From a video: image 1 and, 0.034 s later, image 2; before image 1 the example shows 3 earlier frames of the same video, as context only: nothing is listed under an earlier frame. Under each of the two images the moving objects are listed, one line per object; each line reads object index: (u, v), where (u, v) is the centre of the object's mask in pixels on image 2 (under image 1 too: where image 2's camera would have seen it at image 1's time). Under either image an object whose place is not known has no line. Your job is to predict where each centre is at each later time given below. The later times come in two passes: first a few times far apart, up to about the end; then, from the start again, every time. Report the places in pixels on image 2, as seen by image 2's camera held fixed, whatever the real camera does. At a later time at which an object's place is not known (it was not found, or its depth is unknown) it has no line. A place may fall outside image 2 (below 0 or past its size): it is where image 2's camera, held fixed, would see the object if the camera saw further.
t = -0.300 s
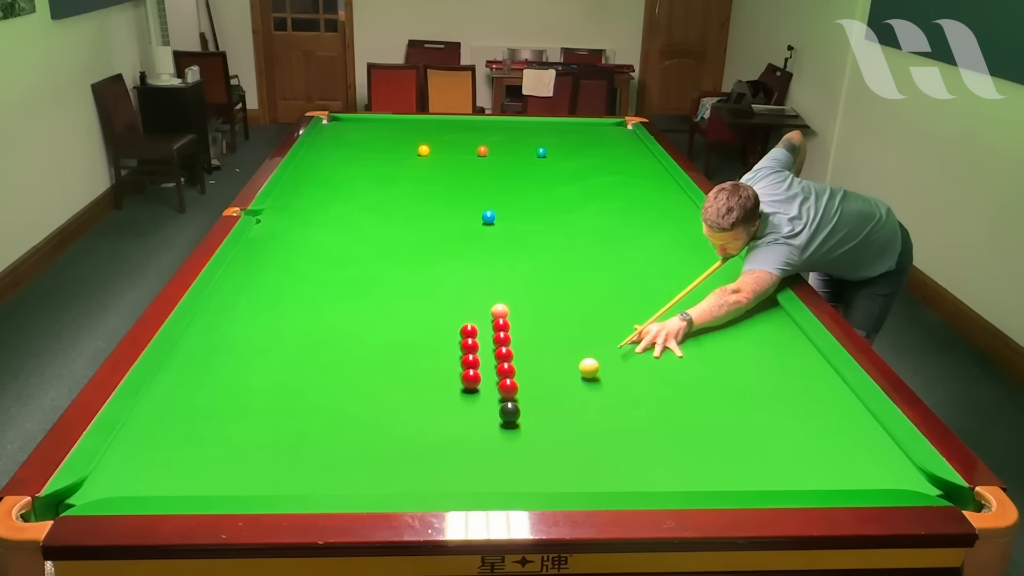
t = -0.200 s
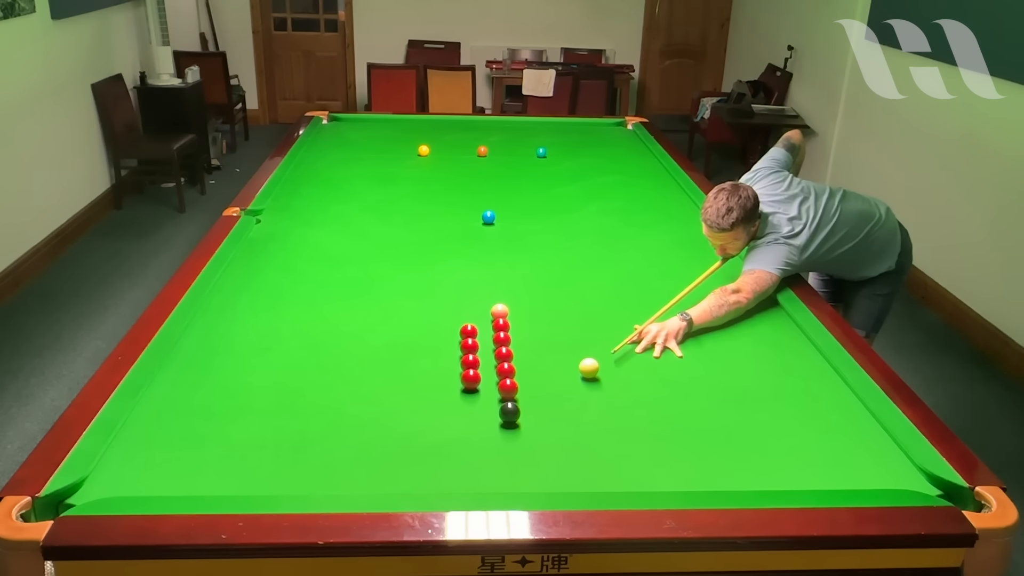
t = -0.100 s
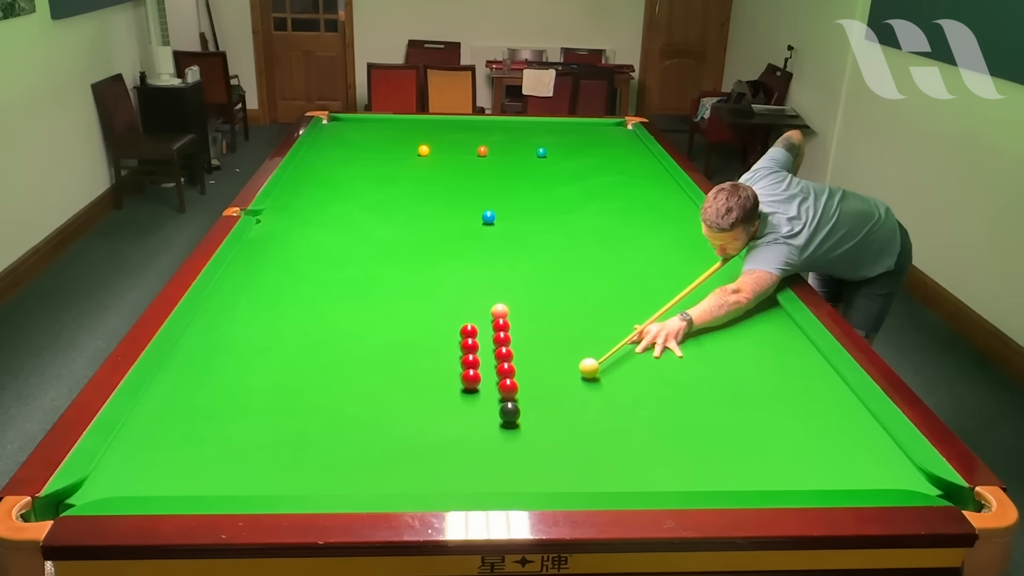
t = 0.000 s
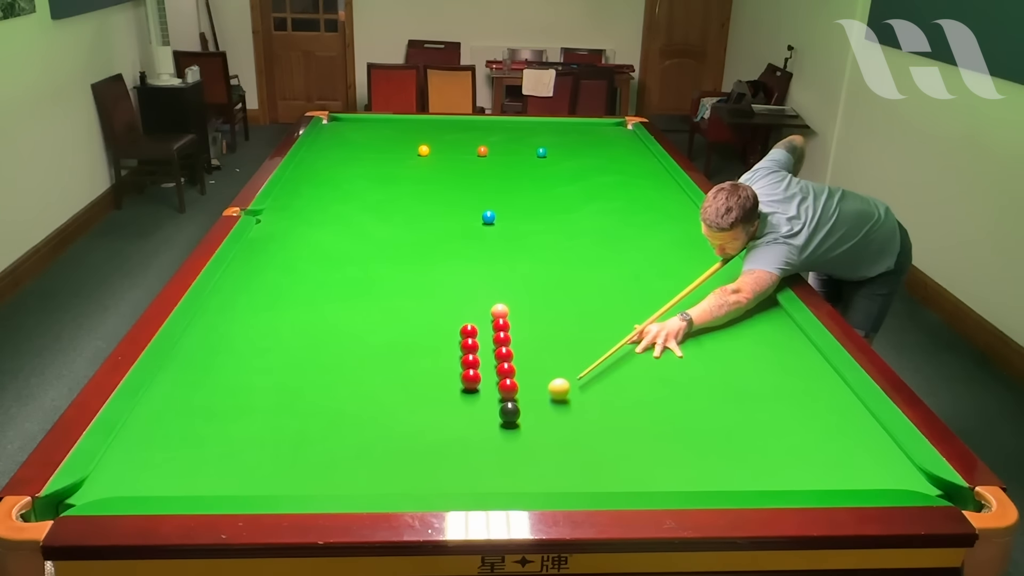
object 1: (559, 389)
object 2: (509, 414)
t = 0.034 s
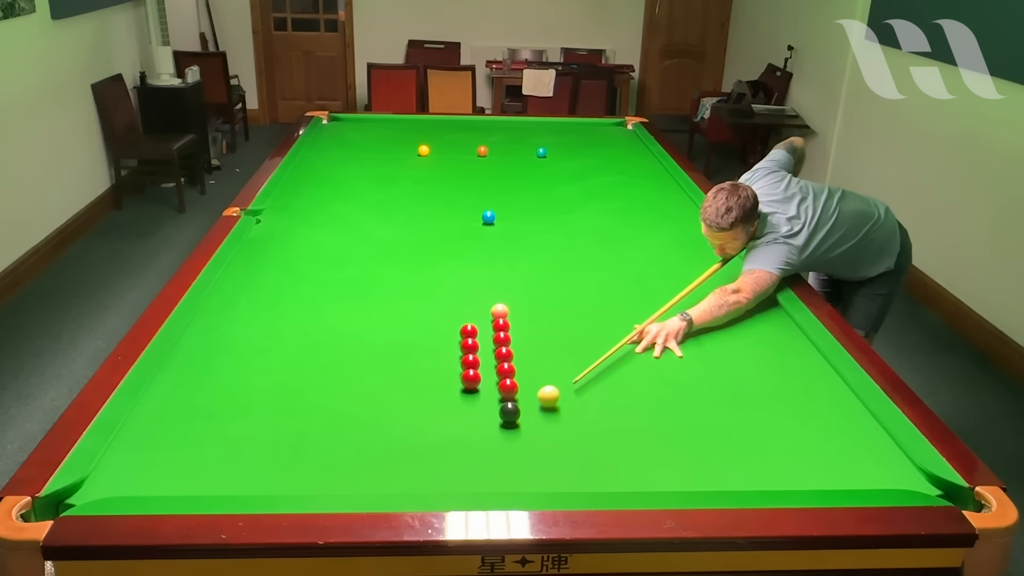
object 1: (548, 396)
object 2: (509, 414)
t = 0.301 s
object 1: (542, 436)
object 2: (444, 428)
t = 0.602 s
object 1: (560, 479)
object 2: (362, 444)
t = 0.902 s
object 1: (575, 467)
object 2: (279, 458)
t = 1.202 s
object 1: (588, 444)
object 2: (192, 474)
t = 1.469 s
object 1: (597, 427)
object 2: (114, 486)
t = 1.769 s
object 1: (606, 410)
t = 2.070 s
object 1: (614, 396)
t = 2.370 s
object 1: (621, 384)
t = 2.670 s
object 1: (627, 373)
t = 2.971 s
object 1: (632, 364)
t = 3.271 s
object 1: (636, 357)
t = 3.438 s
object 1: (638, 354)
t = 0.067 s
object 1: (538, 403)
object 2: (509, 414)
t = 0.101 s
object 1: (531, 410)
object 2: (507, 415)
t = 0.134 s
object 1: (533, 415)
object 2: (494, 418)
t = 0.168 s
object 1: (535, 419)
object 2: (483, 420)
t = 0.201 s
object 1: (537, 423)
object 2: (472, 422)
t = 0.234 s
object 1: (539, 428)
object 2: (462, 424)
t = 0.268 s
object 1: (541, 432)
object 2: (453, 426)
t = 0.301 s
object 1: (542, 436)
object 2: (444, 428)
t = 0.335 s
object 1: (544, 441)
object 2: (435, 429)
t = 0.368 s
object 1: (546, 445)
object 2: (426, 431)
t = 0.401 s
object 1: (548, 450)
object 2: (417, 433)
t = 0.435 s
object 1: (550, 455)
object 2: (408, 435)
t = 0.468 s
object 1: (552, 459)
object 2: (399, 436)
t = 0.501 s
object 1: (554, 464)
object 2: (390, 438)
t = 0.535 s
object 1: (556, 469)
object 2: (380, 440)
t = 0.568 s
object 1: (558, 474)
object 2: (371, 442)
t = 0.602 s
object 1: (560, 479)
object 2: (362, 444)
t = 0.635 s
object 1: (562, 482)
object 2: (353, 444)
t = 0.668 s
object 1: (564, 484)
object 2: (344, 446)
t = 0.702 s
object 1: (566, 482)
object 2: (334, 449)
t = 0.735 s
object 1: (567, 480)
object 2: (325, 450)
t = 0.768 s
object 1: (569, 478)
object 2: (316, 451)
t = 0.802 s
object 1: (571, 475)
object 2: (307, 452)
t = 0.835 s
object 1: (572, 472)
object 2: (297, 455)
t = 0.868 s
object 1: (574, 469)
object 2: (288, 457)
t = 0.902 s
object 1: (575, 467)
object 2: (279, 458)
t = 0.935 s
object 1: (577, 464)
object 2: (269, 459)
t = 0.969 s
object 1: (578, 461)
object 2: (260, 462)
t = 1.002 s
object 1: (580, 459)
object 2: (250, 463)
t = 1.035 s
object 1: (581, 456)
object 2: (240, 465)
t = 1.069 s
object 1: (582, 454)
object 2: (231, 467)
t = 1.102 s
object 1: (584, 451)
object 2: (221, 469)
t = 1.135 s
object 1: (585, 449)
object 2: (212, 470)
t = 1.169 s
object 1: (587, 446)
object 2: (202, 472)
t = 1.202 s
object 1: (588, 444)
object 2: (192, 474)
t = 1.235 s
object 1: (589, 442)
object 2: (183, 476)
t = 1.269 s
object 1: (590, 439)
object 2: (173, 478)
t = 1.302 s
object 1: (591, 437)
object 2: (163, 479)
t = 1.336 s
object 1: (593, 435)
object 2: (153, 481)
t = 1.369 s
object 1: (594, 433)
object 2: (144, 482)
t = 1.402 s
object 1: (595, 431)
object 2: (134, 484)
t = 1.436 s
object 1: (596, 429)
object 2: (124, 485)
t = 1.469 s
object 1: (597, 427)
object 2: (114, 486)
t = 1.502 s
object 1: (598, 425)
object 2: (104, 488)
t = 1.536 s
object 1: (599, 423)
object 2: (94, 490)
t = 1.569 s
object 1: (600, 421)
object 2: (84, 492)
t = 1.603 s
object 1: (601, 419)
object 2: (75, 495)
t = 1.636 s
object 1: (602, 417)
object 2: (68, 500)
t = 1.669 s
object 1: (603, 415)
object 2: (61, 506)
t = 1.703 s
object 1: (604, 413)
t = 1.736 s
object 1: (605, 412)
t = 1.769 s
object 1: (606, 410)
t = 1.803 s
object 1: (607, 408)
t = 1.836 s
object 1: (608, 407)
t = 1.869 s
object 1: (609, 405)
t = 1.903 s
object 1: (610, 403)
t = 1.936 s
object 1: (611, 402)
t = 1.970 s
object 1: (612, 400)
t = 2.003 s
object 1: (613, 399)
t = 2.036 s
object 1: (613, 397)
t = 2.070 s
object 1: (614, 396)
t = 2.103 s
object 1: (615, 394)
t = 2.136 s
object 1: (616, 393)
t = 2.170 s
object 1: (617, 391)
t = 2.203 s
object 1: (618, 390)
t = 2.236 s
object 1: (618, 389)
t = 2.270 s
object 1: (619, 387)
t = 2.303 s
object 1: (620, 386)
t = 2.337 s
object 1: (620, 385)
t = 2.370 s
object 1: (621, 384)
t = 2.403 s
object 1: (622, 382)
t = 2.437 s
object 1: (623, 381)
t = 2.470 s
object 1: (623, 380)
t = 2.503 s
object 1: (624, 379)
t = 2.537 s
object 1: (624, 378)
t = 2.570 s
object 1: (625, 376)
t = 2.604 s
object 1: (626, 375)
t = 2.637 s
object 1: (626, 374)
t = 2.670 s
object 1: (627, 373)
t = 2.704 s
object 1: (627, 372)
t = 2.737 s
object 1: (628, 371)
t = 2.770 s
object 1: (629, 370)
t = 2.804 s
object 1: (629, 369)
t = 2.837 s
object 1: (630, 368)
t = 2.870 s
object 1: (630, 367)
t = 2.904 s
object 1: (631, 366)
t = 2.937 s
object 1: (631, 365)
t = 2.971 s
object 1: (632, 364)
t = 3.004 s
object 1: (632, 364)
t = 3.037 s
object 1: (633, 363)
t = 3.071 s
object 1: (633, 362)
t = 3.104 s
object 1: (634, 361)
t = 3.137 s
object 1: (634, 360)
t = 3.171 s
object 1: (635, 360)
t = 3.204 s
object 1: (635, 359)
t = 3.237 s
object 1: (636, 358)
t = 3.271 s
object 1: (636, 357)
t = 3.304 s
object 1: (637, 357)
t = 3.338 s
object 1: (637, 356)
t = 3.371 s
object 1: (637, 355)
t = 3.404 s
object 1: (638, 355)
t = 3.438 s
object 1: (638, 354)
